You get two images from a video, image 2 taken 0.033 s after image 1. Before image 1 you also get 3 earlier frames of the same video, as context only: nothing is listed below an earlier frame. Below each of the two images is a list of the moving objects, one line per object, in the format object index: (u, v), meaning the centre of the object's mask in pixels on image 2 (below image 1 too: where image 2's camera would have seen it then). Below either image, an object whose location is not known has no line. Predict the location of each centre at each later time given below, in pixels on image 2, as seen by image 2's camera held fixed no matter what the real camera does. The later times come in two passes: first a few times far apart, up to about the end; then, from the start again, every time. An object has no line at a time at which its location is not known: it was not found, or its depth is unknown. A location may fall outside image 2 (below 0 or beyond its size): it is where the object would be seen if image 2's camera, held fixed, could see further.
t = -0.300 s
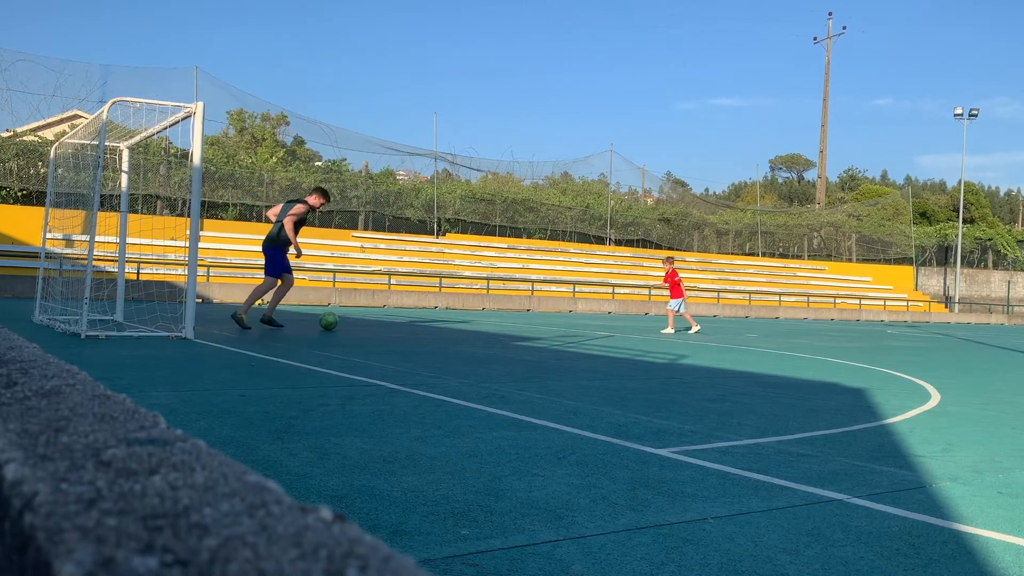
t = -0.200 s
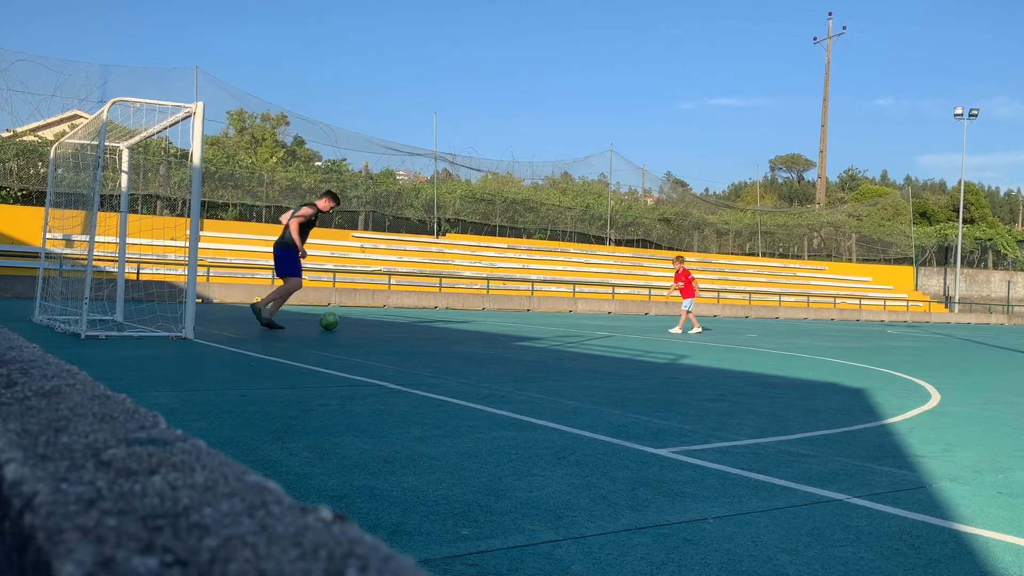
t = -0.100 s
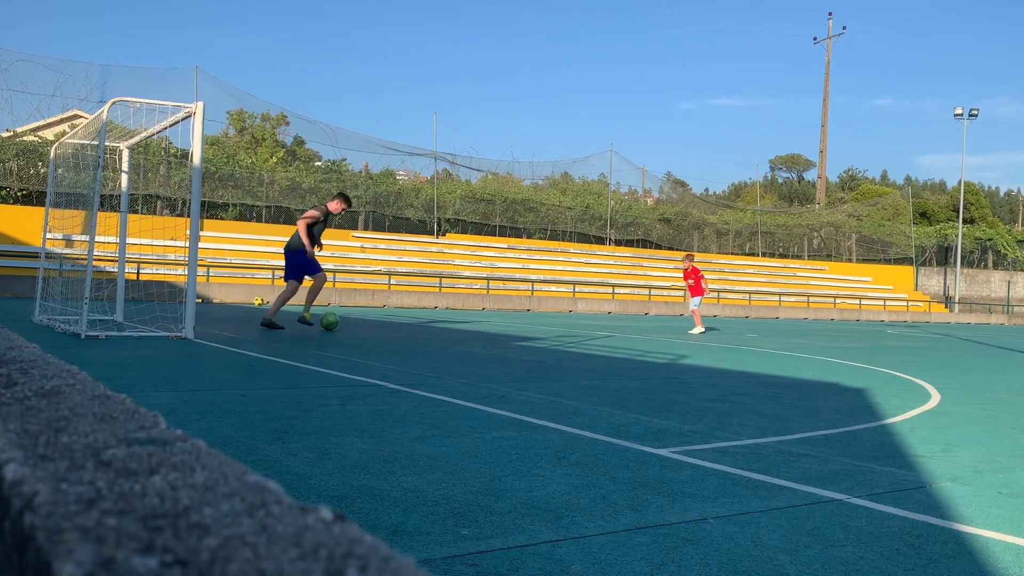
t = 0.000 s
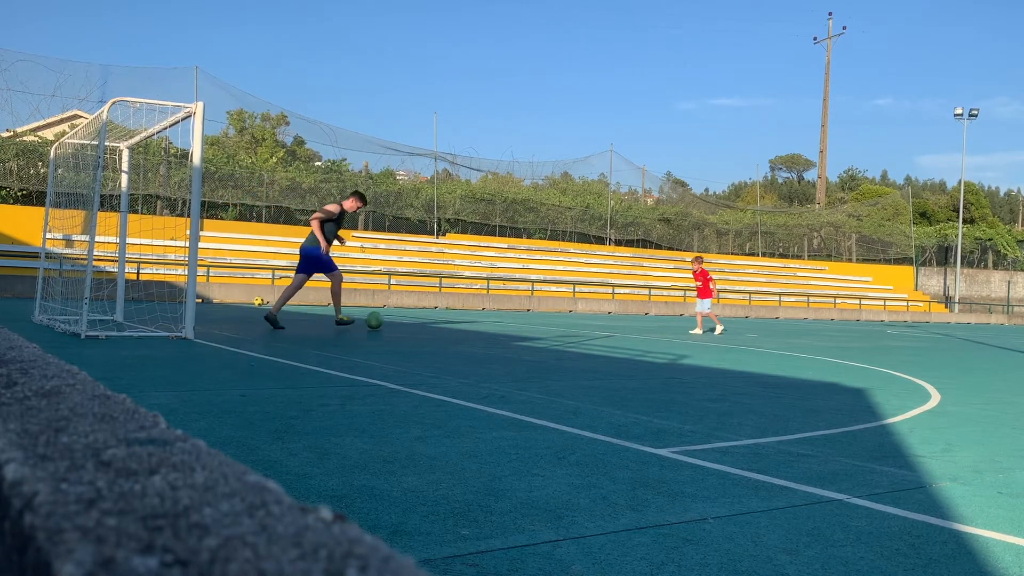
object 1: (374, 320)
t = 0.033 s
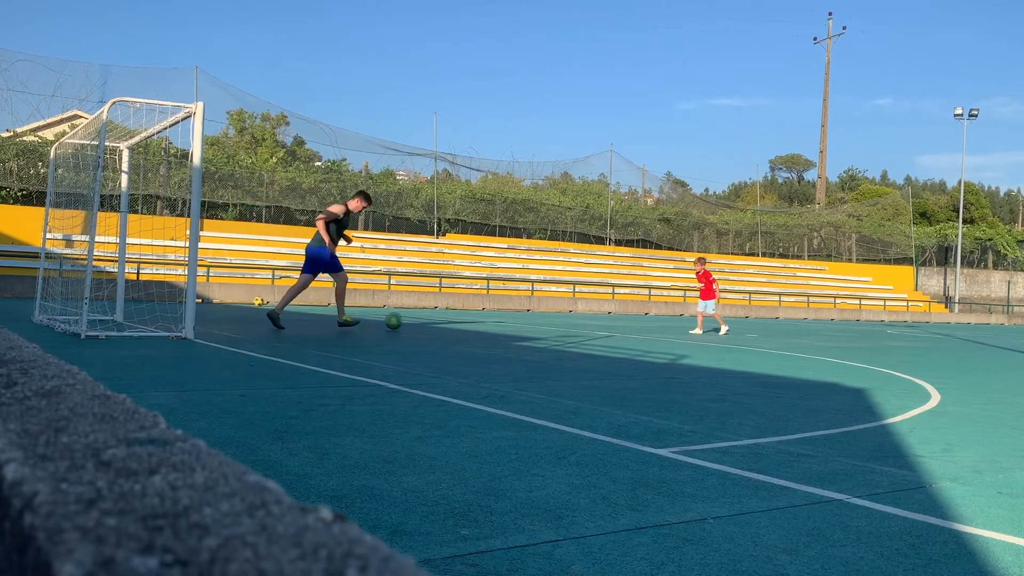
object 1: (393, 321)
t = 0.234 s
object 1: (488, 322)
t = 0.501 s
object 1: (575, 323)
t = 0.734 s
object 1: (633, 325)
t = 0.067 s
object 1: (412, 322)
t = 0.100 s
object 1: (429, 321)
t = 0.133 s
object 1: (444, 322)
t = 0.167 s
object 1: (460, 321)
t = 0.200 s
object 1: (475, 322)
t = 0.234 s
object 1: (488, 322)
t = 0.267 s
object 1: (501, 322)
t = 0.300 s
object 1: (513, 323)
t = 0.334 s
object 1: (525, 323)
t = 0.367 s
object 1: (536, 322)
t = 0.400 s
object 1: (546, 322)
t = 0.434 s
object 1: (556, 323)
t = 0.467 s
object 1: (566, 324)
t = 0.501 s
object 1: (575, 323)
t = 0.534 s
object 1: (584, 323)
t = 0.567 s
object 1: (592, 323)
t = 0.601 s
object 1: (601, 324)
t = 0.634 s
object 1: (609, 324)
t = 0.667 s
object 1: (617, 324)
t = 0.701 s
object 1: (625, 324)
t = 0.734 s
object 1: (633, 325)
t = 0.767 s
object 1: (641, 325)
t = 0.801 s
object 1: (648, 324)
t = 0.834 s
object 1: (656, 325)
